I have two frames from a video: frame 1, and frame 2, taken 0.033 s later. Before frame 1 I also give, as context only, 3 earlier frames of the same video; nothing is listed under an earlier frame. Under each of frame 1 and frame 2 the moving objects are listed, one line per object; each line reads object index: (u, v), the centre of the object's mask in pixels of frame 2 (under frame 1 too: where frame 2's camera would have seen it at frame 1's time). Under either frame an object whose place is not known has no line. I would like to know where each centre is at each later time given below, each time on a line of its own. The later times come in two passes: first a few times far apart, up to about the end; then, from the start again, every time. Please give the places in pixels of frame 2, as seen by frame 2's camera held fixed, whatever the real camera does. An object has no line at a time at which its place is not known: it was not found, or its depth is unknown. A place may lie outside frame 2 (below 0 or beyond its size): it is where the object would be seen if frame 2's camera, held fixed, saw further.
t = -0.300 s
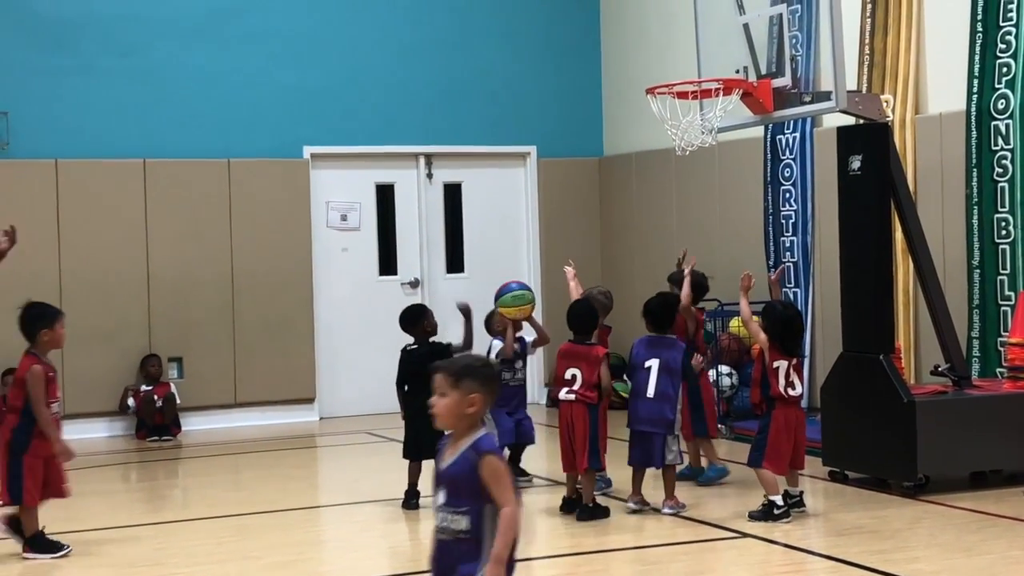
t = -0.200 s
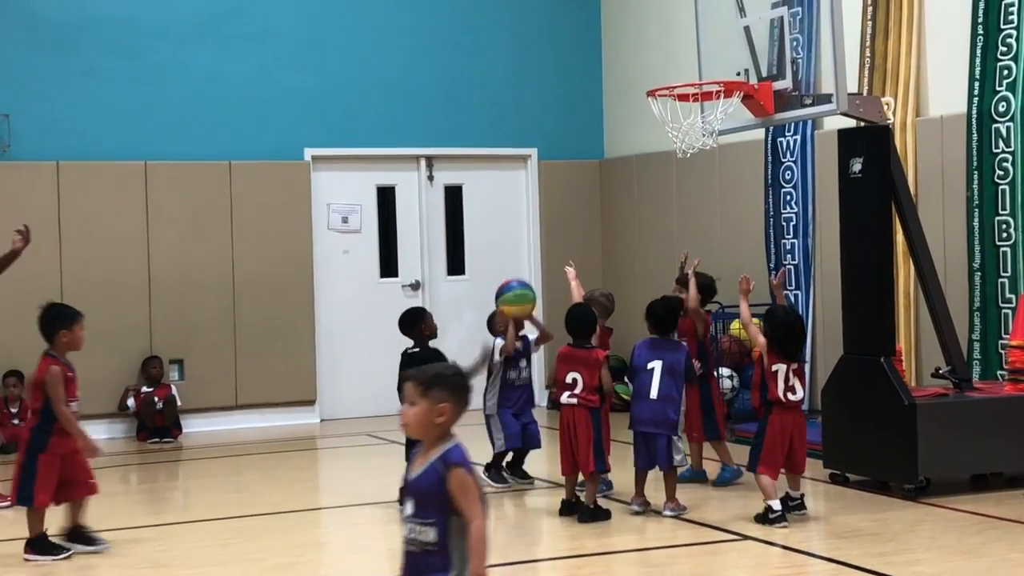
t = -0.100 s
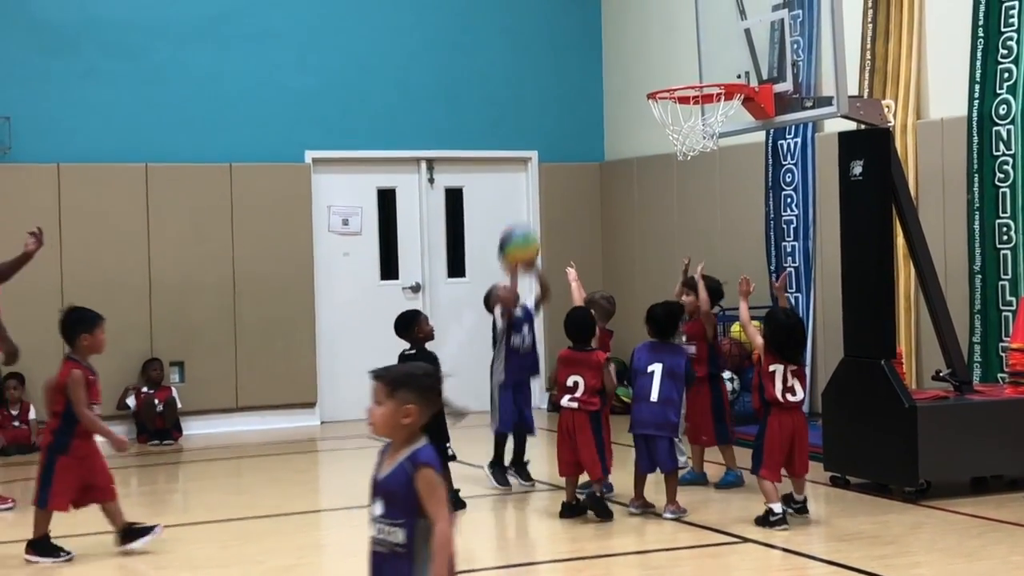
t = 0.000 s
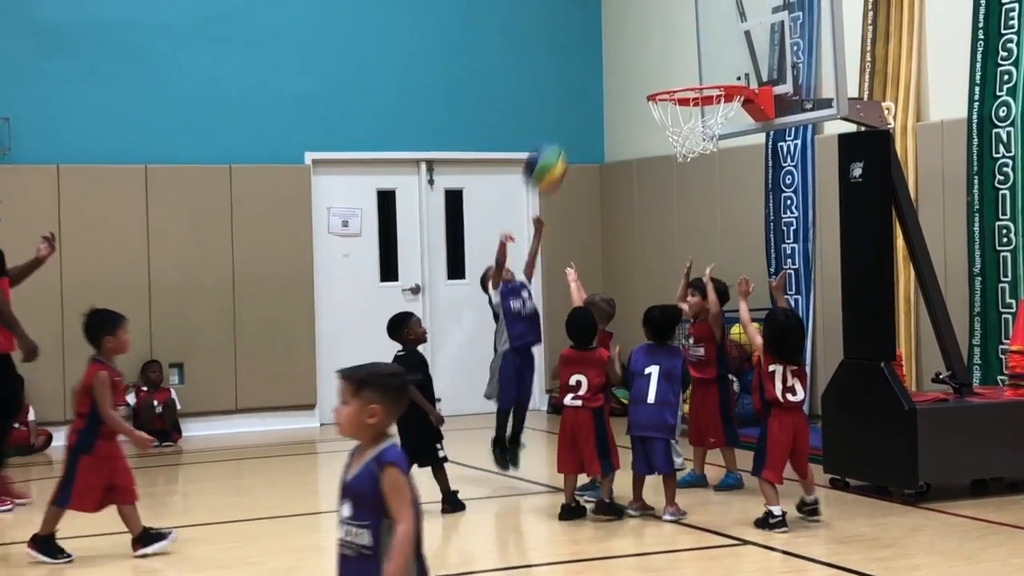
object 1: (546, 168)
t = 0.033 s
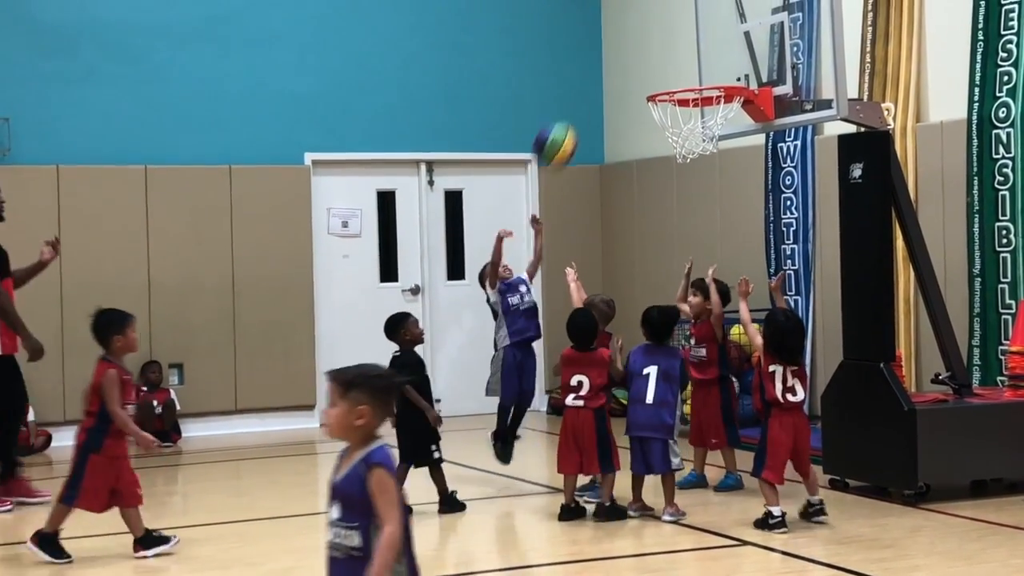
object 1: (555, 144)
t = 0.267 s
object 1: (627, 33)
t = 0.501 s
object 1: (707, 23)
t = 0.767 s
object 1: (772, 57)
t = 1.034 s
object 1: (773, 144)
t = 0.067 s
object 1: (564, 123)
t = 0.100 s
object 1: (575, 102)
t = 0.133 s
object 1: (585, 85)
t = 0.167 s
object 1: (595, 69)
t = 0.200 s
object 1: (606, 54)
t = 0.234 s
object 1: (616, 43)
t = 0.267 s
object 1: (627, 33)
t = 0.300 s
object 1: (638, 26)
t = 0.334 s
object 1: (650, 20)
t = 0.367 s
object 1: (661, 16)
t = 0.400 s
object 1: (672, 15)
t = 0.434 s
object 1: (684, 15)
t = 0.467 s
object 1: (694, 18)
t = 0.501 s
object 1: (707, 23)
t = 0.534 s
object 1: (719, 31)
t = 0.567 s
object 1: (731, 40)
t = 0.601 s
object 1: (742, 52)
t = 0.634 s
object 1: (756, 66)
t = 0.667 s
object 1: (767, 63)
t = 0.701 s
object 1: (772, 60)
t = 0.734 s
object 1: (772, 57)
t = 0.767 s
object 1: (772, 57)
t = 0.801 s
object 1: (772, 60)
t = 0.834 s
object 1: (773, 64)
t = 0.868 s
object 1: (774, 70)
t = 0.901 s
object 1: (774, 81)
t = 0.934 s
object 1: (772, 94)
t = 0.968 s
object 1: (773, 106)
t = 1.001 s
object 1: (773, 122)
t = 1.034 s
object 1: (773, 144)
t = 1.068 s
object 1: (773, 166)
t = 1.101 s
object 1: (773, 189)
